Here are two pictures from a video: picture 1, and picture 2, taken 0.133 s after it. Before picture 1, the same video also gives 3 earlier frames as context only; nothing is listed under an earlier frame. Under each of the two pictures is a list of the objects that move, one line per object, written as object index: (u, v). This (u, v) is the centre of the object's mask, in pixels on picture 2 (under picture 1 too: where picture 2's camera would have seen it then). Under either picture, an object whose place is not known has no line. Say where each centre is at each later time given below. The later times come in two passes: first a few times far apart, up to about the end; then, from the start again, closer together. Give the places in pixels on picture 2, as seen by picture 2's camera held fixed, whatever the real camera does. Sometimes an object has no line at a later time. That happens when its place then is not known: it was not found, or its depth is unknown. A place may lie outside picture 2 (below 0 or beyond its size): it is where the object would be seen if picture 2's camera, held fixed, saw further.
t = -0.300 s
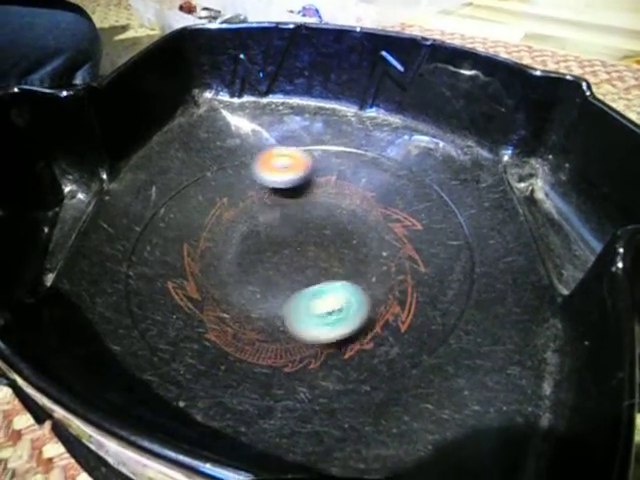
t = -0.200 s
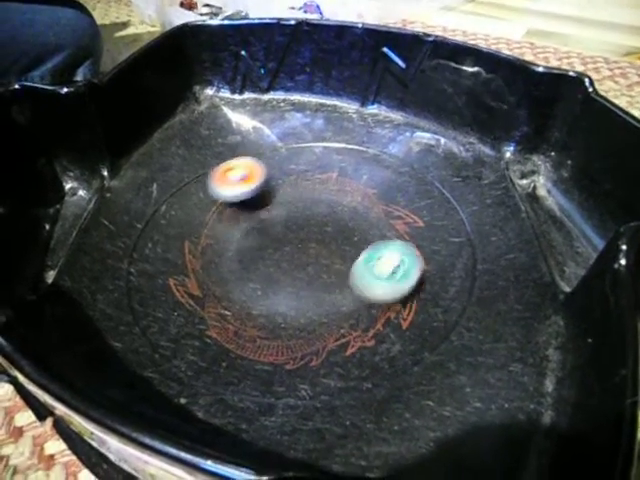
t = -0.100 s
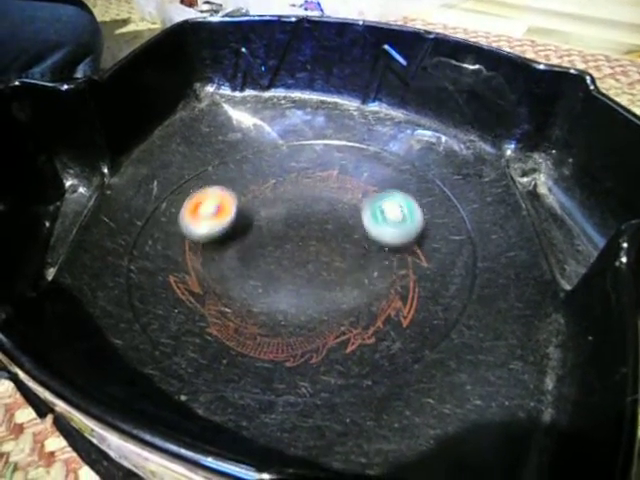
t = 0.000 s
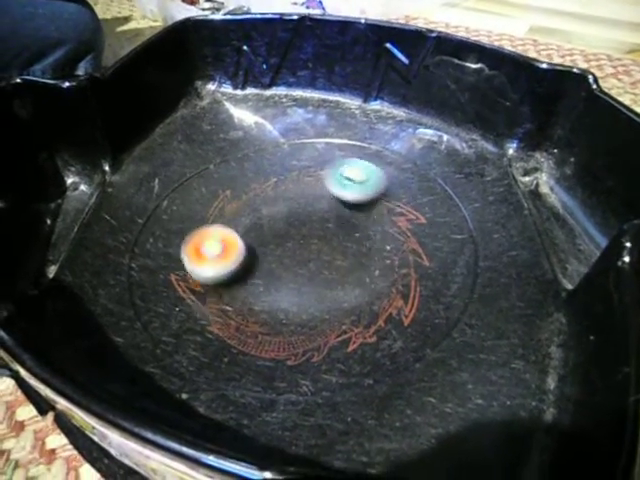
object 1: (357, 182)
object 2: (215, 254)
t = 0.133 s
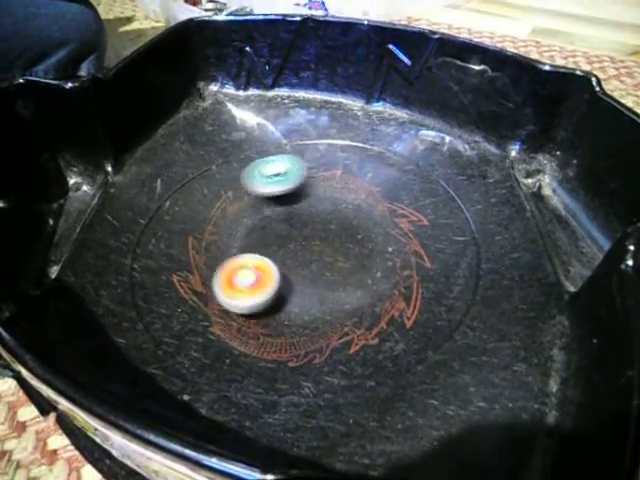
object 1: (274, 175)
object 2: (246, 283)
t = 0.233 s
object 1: (223, 201)
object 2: (267, 293)
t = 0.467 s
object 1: (258, 304)
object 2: (332, 306)
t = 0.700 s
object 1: (292, 294)
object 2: (479, 225)
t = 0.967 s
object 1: (208, 251)
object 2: (363, 143)
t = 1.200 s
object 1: (248, 266)
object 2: (240, 194)
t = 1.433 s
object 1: (355, 339)
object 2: (150, 153)
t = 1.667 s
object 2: (111, 218)
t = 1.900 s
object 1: (458, 234)
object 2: (187, 321)
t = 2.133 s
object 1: (332, 217)
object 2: (380, 303)
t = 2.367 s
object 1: (215, 216)
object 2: (393, 178)
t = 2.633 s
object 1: (137, 276)
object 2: (273, 149)
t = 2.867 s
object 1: (254, 299)
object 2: (204, 206)
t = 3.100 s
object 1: (316, 217)
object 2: (251, 291)
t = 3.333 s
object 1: (331, 155)
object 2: (320, 307)
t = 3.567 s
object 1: (271, 141)
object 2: (400, 271)
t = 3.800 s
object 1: (251, 211)
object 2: (377, 212)
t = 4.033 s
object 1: (313, 270)
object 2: (361, 213)
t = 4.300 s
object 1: (420, 304)
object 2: (366, 227)
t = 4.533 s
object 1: (448, 252)
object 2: (344, 222)
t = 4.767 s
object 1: (419, 249)
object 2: (275, 177)
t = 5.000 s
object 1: (320, 280)
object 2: (191, 192)
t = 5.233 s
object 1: (240, 316)
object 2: (196, 244)
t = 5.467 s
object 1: (267, 304)
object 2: (262, 240)
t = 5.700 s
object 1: (245, 233)
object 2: (332, 197)
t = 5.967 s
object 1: (218, 189)
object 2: (315, 170)
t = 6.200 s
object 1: (136, 227)
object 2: (381, 167)
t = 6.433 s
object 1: (89, 287)
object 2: (482, 144)
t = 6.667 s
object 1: (176, 324)
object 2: (450, 152)
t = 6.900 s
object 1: (293, 321)
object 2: (395, 188)
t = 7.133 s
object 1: (393, 297)
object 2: (325, 262)
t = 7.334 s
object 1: (458, 266)
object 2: (282, 344)
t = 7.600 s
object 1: (427, 226)
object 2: (301, 386)
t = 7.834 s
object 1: (350, 221)
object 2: (316, 356)
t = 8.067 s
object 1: (286, 204)
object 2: (295, 286)
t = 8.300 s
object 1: (244, 176)
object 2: (214, 214)
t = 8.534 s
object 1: (244, 144)
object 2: (190, 201)
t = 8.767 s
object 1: (271, 149)
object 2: (211, 202)
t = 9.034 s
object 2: (238, 213)
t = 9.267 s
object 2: (276, 204)
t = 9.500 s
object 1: (288, 255)
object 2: (342, 198)
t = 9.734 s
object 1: (232, 246)
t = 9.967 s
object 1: (221, 215)
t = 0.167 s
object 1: (254, 180)
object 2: (254, 287)
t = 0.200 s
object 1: (237, 189)
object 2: (261, 290)
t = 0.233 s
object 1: (223, 201)
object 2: (267, 293)
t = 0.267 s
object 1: (212, 216)
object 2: (274, 295)
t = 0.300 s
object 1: (207, 232)
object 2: (280, 298)
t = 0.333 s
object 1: (207, 249)
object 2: (288, 300)
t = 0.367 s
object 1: (212, 265)
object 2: (296, 302)
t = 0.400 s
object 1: (223, 281)
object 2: (306, 304)
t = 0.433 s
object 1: (240, 294)
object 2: (317, 306)
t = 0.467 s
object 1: (258, 304)
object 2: (332, 306)
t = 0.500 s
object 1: (275, 309)
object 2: (354, 303)
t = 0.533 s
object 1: (276, 311)
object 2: (391, 296)
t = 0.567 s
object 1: (278, 310)
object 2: (426, 284)
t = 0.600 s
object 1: (284, 308)
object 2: (452, 270)
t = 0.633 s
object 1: (291, 305)
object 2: (469, 255)
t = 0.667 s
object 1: (294, 300)
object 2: (478, 241)
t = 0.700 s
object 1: (292, 294)
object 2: (479, 225)
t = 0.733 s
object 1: (284, 288)
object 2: (475, 209)
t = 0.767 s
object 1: (273, 282)
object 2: (467, 194)
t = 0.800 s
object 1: (259, 275)
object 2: (455, 180)
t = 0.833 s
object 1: (244, 267)
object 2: (440, 167)
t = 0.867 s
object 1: (230, 259)
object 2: (420, 155)
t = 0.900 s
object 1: (219, 254)
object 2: (399, 148)
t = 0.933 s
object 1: (211, 251)
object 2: (381, 144)
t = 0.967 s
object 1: (208, 251)
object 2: (363, 143)
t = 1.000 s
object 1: (207, 254)
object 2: (346, 145)
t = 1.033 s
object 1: (211, 261)
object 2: (329, 149)
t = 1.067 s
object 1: (217, 268)
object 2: (311, 154)
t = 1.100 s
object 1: (226, 273)
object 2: (292, 161)
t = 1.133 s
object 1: (236, 275)
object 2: (274, 170)
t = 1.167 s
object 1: (244, 272)
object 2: (256, 181)
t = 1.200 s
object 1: (248, 266)
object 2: (240, 194)
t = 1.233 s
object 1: (249, 258)
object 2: (227, 207)
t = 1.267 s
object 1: (255, 262)
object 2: (213, 208)
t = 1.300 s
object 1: (272, 290)
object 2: (194, 188)
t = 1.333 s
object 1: (291, 313)
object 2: (179, 173)
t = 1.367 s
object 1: (311, 327)
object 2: (168, 162)
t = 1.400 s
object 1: (332, 334)
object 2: (158, 156)
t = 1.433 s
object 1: (355, 339)
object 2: (150, 153)
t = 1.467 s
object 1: (378, 341)
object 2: (144, 154)
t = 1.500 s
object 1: (402, 340)
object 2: (137, 159)
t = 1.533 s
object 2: (131, 167)
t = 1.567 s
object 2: (125, 179)
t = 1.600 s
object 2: (120, 191)
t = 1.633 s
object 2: (114, 204)
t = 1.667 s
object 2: (111, 218)
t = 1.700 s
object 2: (111, 233)
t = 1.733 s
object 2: (114, 248)
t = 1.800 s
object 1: (502, 264)
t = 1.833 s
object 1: (490, 252)
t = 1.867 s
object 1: (475, 242)
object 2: (166, 310)
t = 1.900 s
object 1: (458, 234)
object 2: (187, 321)
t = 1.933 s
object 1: (439, 228)
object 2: (212, 329)
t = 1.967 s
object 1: (420, 224)
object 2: (240, 334)
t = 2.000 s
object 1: (401, 220)
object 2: (269, 337)
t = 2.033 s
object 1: (381, 216)
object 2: (298, 336)
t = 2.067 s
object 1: (363, 214)
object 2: (328, 329)
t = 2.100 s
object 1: (348, 214)
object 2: (355, 318)
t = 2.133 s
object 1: (332, 217)
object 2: (380, 303)
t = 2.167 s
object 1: (315, 218)
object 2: (401, 284)
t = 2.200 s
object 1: (298, 219)
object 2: (414, 265)
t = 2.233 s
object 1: (280, 219)
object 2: (420, 245)
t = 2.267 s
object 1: (264, 218)
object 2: (420, 227)
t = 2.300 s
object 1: (247, 217)
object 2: (414, 210)
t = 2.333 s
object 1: (230, 216)
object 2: (405, 193)
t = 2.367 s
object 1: (215, 216)
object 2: (393, 178)
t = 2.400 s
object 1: (201, 220)
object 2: (381, 167)
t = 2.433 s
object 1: (187, 226)
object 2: (366, 158)
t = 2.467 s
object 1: (173, 232)
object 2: (351, 152)
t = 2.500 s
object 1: (160, 239)
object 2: (335, 148)
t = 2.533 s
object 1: (149, 247)
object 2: (319, 146)
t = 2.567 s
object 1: (142, 256)
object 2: (304, 146)
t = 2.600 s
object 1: (137, 266)
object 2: (288, 147)
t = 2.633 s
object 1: (137, 276)
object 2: (273, 149)
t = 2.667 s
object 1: (142, 285)
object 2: (260, 153)
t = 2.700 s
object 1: (153, 293)
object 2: (247, 158)
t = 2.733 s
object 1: (169, 300)
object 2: (235, 165)
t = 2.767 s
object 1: (188, 303)
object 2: (226, 172)
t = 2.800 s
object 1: (210, 305)
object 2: (217, 181)
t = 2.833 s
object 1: (232, 304)
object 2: (210, 193)
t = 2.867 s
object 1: (254, 299)
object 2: (204, 206)
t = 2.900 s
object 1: (270, 290)
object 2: (202, 221)
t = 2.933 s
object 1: (280, 277)
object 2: (202, 237)
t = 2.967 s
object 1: (286, 264)
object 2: (207, 253)
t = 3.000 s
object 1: (292, 251)
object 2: (217, 266)
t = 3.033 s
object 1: (299, 238)
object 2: (228, 277)
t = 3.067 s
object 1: (307, 227)
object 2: (240, 285)
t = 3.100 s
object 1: (316, 217)
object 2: (251, 291)
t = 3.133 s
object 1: (325, 208)
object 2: (261, 295)
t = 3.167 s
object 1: (335, 199)
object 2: (271, 298)
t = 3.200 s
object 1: (345, 191)
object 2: (280, 301)
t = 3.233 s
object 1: (348, 181)
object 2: (290, 303)
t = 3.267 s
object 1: (344, 171)
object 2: (300, 305)
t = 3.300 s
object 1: (338, 163)
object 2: (310, 306)
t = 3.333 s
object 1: (331, 155)
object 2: (320, 307)
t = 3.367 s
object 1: (322, 147)
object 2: (332, 307)
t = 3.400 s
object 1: (314, 142)
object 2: (345, 305)
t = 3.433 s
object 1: (305, 137)
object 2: (358, 301)
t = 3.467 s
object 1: (297, 135)
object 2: (371, 296)
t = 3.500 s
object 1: (288, 135)
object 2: (383, 289)
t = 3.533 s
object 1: (280, 137)
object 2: (392, 281)
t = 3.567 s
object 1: (271, 141)
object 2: (400, 271)
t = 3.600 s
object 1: (263, 148)
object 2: (404, 260)
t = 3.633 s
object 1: (256, 157)
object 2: (405, 250)
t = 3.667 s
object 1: (250, 168)
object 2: (402, 240)
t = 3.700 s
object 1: (247, 179)
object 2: (397, 230)
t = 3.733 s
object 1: (244, 192)
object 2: (391, 222)
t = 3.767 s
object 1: (246, 203)
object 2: (384, 216)
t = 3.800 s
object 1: (251, 211)
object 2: (377, 212)
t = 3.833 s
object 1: (261, 217)
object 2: (370, 209)
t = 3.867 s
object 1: (270, 224)
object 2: (366, 208)
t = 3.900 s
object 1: (280, 231)
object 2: (363, 208)
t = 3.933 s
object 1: (290, 239)
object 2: (362, 208)
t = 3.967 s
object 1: (298, 248)
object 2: (361, 210)
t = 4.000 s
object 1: (306, 258)
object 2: (361, 211)
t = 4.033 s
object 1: (313, 270)
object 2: (361, 213)
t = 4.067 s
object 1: (319, 283)
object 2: (361, 215)
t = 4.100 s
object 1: (325, 297)
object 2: (361, 216)
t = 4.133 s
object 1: (335, 307)
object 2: (362, 218)
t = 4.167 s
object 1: (350, 311)
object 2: (363, 220)
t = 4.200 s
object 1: (368, 312)
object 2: (363, 222)
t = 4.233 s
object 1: (386, 311)
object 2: (364, 223)
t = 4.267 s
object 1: (404, 308)
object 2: (365, 225)
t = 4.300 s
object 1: (420, 304)
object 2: (366, 227)
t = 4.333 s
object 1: (433, 297)
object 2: (367, 228)
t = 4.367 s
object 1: (442, 288)
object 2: (368, 230)
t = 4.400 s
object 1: (447, 279)
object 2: (369, 231)
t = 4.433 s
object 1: (446, 269)
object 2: (369, 233)
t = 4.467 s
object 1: (439, 259)
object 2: (370, 235)
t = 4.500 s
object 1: (436, 252)
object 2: (364, 233)
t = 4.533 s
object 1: (448, 252)
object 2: (344, 222)
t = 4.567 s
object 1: (455, 253)
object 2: (327, 212)
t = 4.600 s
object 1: (457, 252)
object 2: (315, 204)
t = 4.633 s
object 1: (456, 251)
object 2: (307, 197)
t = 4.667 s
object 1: (452, 250)
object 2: (301, 190)
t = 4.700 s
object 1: (445, 249)
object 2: (296, 185)
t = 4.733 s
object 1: (433, 249)
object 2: (288, 181)
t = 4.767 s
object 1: (419, 249)
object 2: (275, 177)
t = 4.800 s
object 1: (403, 250)
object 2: (262, 175)
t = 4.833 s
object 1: (387, 251)
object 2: (248, 175)
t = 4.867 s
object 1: (373, 254)
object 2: (234, 176)
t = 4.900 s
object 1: (361, 260)
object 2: (221, 179)
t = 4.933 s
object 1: (348, 267)
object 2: (209, 182)
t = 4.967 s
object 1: (335, 274)
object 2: (199, 187)
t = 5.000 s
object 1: (320, 280)
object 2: (191, 192)
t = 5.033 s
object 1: (304, 286)
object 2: (185, 198)
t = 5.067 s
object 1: (287, 291)
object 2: (181, 205)
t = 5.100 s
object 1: (272, 295)
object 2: (179, 212)
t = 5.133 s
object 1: (259, 301)
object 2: (179, 220)
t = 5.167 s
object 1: (248, 306)
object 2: (183, 228)
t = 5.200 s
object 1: (242, 311)
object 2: (188, 236)
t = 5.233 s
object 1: (240, 316)
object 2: (196, 244)
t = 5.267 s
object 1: (238, 320)
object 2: (207, 253)
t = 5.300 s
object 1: (239, 323)
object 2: (219, 259)
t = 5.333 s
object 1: (241, 323)
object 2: (231, 261)
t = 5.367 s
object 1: (245, 322)
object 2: (241, 260)
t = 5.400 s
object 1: (250, 319)
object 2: (249, 255)
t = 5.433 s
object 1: (259, 313)
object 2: (256, 248)
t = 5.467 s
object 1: (267, 304)
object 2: (262, 240)
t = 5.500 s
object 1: (270, 293)
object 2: (270, 232)
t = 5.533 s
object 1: (267, 282)
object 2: (279, 225)
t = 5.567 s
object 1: (262, 272)
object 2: (288, 218)
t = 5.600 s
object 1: (256, 262)
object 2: (299, 212)
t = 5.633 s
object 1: (251, 252)
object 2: (309, 207)
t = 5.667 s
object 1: (247, 242)
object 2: (320, 202)
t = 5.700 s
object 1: (245, 233)
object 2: (332, 197)
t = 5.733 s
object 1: (243, 223)
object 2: (342, 193)
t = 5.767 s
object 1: (241, 214)
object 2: (348, 189)
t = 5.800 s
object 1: (240, 206)
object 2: (350, 185)
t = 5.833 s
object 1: (237, 198)
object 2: (348, 180)
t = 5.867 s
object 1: (232, 194)
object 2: (342, 176)
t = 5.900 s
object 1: (226, 191)
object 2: (334, 173)
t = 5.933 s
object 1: (221, 189)
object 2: (325, 171)
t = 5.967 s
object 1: (218, 189)
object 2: (315, 170)
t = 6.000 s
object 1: (217, 190)
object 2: (306, 172)
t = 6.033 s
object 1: (218, 192)
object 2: (297, 174)
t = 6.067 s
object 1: (221, 195)
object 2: (289, 178)
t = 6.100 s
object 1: (227, 201)
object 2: (283, 182)
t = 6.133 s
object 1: (209, 208)
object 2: (302, 181)
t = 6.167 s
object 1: (167, 218)
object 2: (344, 174)
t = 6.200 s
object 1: (136, 227)
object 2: (381, 167)
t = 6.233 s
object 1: (114, 236)
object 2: (411, 163)
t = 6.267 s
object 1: (102, 245)
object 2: (435, 159)
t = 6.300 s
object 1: (95, 254)
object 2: (454, 156)
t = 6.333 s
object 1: (89, 262)
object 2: (468, 154)
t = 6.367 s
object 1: (87, 270)
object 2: (477, 152)
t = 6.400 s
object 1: (87, 278)
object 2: (482, 148)
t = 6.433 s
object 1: (89, 287)
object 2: (482, 144)
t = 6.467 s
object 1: (94, 296)
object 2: (477, 143)
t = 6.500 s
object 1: (103, 304)
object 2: (469, 142)
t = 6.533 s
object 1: (115, 310)
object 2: (463, 143)
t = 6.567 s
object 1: (128, 315)
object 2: (458, 144)
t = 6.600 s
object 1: (143, 319)
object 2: (455, 147)
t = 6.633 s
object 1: (159, 323)
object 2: (453, 149)
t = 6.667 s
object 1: (176, 324)
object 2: (450, 152)
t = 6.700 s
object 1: (193, 325)
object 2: (447, 155)
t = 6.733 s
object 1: (210, 325)
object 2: (441, 159)
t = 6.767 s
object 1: (227, 325)
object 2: (434, 163)
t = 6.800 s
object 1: (243, 325)
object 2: (423, 168)
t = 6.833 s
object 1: (260, 324)
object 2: (414, 174)
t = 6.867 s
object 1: (277, 323)
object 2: (405, 181)
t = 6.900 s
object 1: (293, 321)
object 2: (395, 188)
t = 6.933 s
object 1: (309, 318)
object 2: (382, 195)
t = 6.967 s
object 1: (323, 315)
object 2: (369, 203)
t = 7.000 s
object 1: (338, 312)
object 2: (358, 210)
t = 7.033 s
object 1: (352, 309)
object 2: (348, 219)
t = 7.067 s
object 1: (366, 306)
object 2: (341, 230)
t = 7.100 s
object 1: (379, 302)
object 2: (334, 245)
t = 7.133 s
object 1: (393, 297)
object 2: (325, 262)
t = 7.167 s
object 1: (406, 292)
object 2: (313, 280)
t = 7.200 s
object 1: (418, 288)
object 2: (300, 299)
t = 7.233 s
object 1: (430, 283)
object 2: (288, 313)
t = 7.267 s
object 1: (440, 278)
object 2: (282, 325)
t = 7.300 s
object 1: (450, 272)
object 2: (281, 335)
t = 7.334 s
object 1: (458, 266)
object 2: (282, 344)
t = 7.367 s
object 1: (465, 259)
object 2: (284, 353)
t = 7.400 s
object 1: (469, 253)
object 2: (284, 361)
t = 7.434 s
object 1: (470, 246)
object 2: (285, 369)
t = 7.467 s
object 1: (466, 241)
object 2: (286, 376)
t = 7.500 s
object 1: (459, 236)
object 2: (289, 379)
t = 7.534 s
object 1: (450, 231)
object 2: (294, 382)
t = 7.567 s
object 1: (439, 229)
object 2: (297, 385)
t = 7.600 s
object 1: (427, 226)
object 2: (301, 386)
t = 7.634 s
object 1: (415, 224)
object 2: (304, 387)
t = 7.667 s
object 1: (403, 223)
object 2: (307, 387)
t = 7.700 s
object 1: (390, 221)
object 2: (311, 384)
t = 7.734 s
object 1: (380, 220)
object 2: (314, 380)
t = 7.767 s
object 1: (370, 221)
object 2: (316, 374)
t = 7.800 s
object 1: (361, 221)
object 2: (317, 365)
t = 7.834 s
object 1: (350, 221)
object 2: (316, 356)
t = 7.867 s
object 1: (339, 221)
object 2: (314, 348)
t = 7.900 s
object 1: (329, 219)
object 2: (313, 339)
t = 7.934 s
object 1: (319, 217)
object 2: (311, 330)
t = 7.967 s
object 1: (310, 214)
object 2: (310, 319)
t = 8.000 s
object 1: (302, 212)
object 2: (308, 308)
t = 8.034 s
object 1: (293, 208)
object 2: (303, 297)
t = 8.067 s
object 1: (286, 204)
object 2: (295, 286)
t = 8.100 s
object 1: (280, 199)
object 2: (282, 275)
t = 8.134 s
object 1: (274, 195)
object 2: (268, 263)
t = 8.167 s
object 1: (268, 191)
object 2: (254, 252)
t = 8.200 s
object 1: (261, 187)
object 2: (242, 240)
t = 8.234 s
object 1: (254, 184)
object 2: (231, 228)
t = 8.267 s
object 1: (247, 181)
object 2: (223, 219)
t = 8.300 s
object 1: (244, 176)
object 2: (214, 214)
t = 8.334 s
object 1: (243, 170)
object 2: (207, 212)
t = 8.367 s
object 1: (242, 165)
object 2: (202, 210)
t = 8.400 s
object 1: (241, 161)
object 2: (197, 208)
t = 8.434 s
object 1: (240, 156)
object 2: (194, 206)
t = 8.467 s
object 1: (241, 151)
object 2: (191, 205)
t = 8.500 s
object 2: (190, 203)
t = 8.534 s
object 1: (244, 144)
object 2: (190, 201)
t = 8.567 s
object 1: (247, 141)
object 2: (190, 200)
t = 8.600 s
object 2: (192, 199)
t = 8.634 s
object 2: (194, 198)
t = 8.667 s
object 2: (198, 198)
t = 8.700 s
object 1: (262, 143)
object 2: (202, 199)
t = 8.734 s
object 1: (267, 146)
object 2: (206, 201)
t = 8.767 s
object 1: (271, 149)
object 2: (211, 202)
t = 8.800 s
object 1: (276, 154)
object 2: (217, 203)
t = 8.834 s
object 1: (279, 160)
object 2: (224, 205)
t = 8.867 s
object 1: (283, 167)
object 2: (231, 206)
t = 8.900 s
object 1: (286, 174)
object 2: (239, 206)
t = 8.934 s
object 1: (290, 179)
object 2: (246, 207)
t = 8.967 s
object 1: (296, 185)
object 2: (249, 208)
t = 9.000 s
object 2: (242, 211)
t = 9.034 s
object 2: (238, 213)
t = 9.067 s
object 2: (237, 214)
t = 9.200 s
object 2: (259, 209)
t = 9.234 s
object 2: (267, 206)
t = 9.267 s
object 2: (276, 204)
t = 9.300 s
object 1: (329, 230)
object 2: (285, 202)
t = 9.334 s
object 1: (324, 236)
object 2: (295, 201)
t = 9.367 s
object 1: (319, 240)
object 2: (305, 199)
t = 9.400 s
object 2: (314, 199)
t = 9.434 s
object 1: (305, 249)
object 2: (323, 198)
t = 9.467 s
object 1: (297, 252)
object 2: (333, 198)
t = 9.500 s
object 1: (288, 255)
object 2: (342, 198)
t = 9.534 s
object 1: (279, 256)
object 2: (350, 199)
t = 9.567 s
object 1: (270, 257)
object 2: (357, 199)
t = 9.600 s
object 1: (261, 256)
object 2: (362, 199)
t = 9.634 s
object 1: (253, 255)
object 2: (364, 198)
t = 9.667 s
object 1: (245, 253)
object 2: (366, 198)
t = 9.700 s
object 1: (238, 250)
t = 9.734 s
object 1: (232, 246)
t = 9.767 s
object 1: (228, 243)
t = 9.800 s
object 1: (223, 239)
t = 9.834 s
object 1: (220, 235)
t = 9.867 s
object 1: (218, 230)
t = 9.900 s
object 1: (218, 225)
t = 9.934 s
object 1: (219, 220)
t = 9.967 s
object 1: (221, 215)
